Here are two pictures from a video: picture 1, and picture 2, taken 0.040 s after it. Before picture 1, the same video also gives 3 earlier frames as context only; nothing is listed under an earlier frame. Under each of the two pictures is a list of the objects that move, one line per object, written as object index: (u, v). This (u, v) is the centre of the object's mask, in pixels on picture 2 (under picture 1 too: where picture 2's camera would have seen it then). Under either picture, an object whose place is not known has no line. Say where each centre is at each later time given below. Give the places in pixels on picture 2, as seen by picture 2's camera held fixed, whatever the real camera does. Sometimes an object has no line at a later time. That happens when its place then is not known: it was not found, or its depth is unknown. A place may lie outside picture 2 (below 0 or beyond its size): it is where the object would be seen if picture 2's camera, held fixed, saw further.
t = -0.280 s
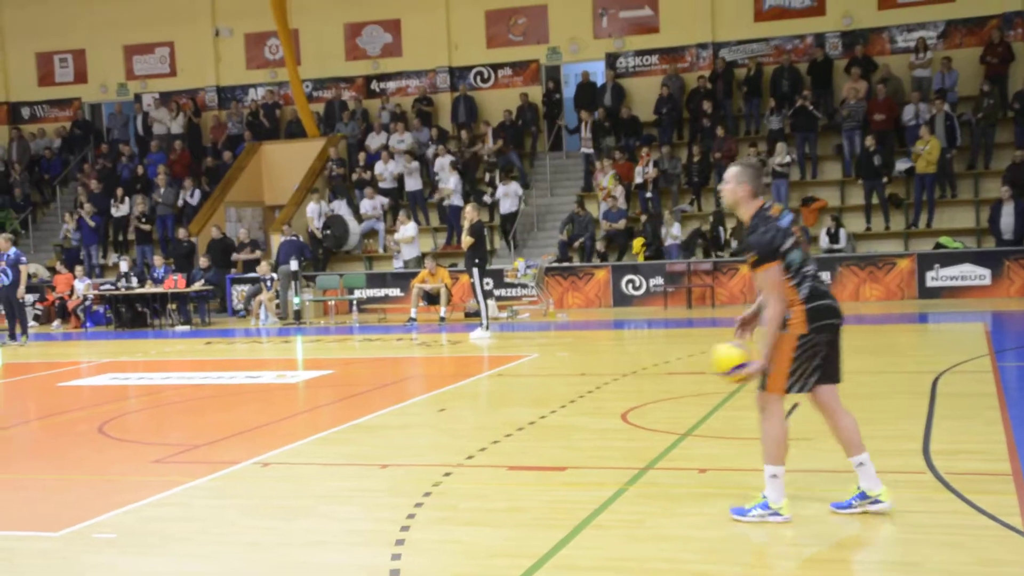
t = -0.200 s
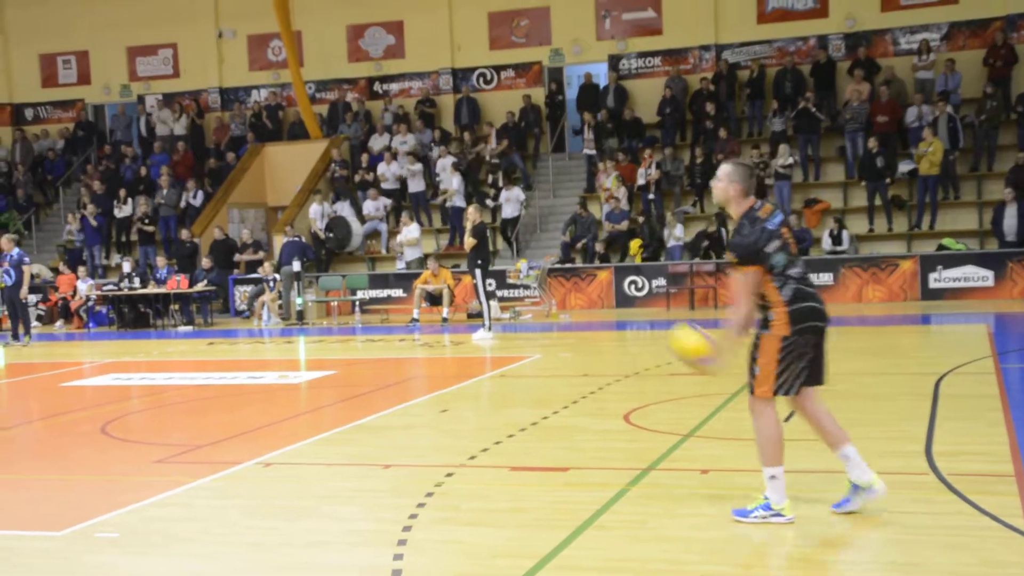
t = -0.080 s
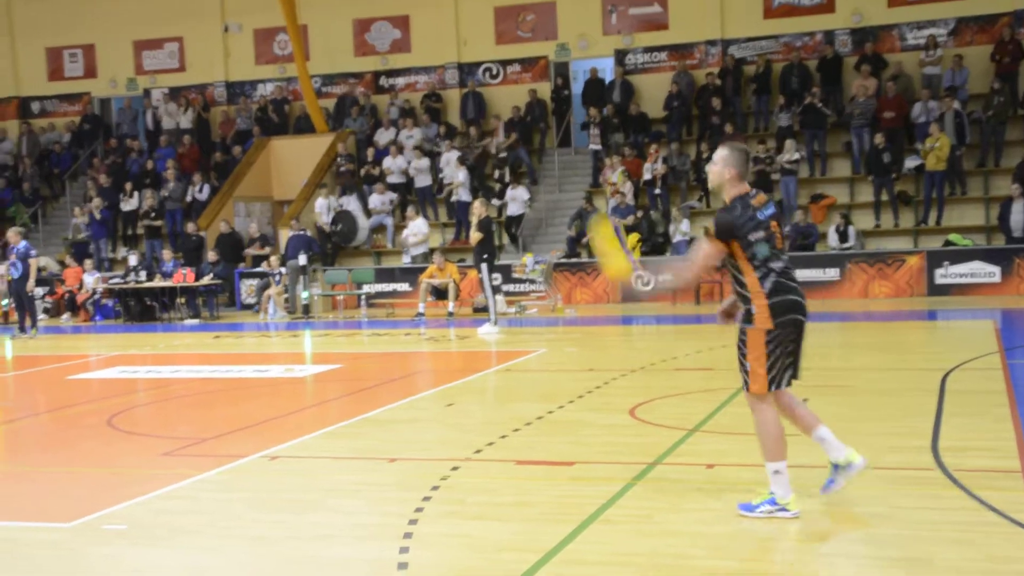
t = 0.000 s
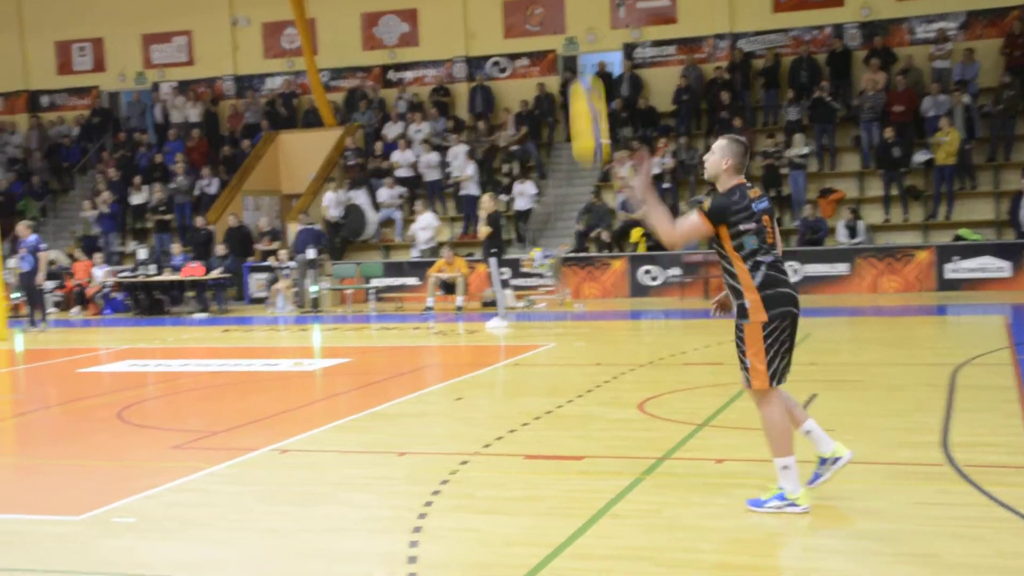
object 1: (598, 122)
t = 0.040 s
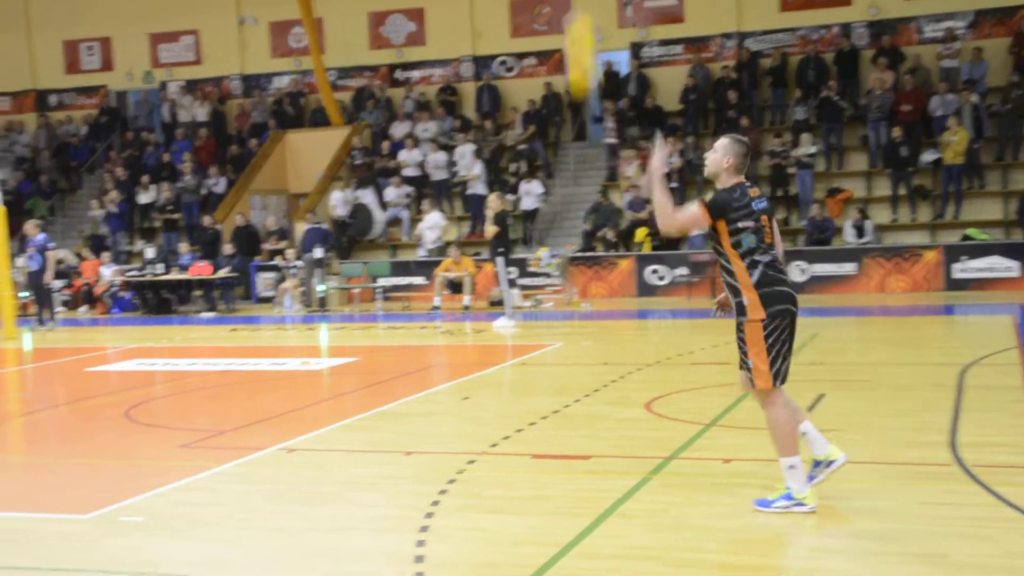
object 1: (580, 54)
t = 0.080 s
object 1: (571, 15)
